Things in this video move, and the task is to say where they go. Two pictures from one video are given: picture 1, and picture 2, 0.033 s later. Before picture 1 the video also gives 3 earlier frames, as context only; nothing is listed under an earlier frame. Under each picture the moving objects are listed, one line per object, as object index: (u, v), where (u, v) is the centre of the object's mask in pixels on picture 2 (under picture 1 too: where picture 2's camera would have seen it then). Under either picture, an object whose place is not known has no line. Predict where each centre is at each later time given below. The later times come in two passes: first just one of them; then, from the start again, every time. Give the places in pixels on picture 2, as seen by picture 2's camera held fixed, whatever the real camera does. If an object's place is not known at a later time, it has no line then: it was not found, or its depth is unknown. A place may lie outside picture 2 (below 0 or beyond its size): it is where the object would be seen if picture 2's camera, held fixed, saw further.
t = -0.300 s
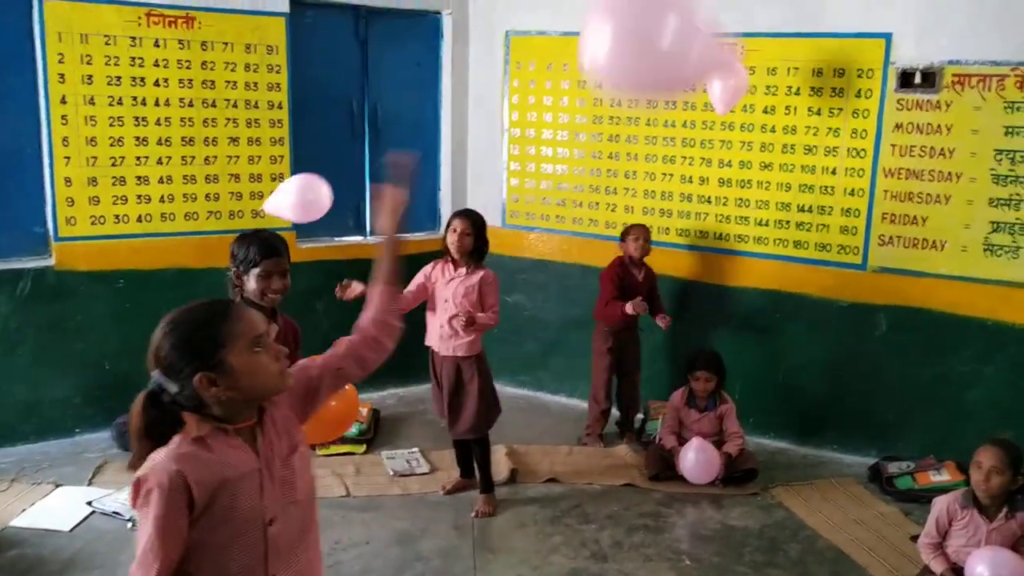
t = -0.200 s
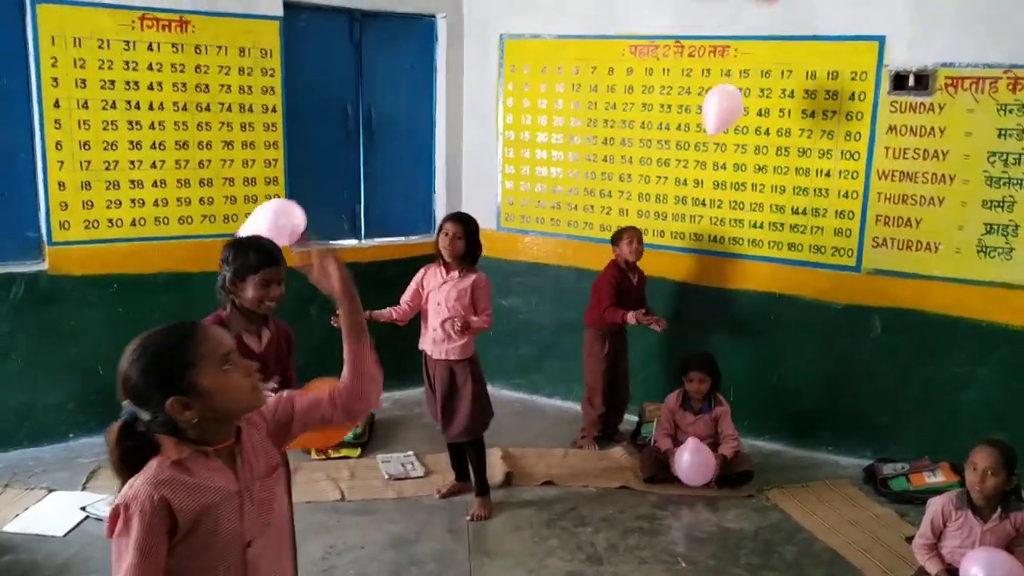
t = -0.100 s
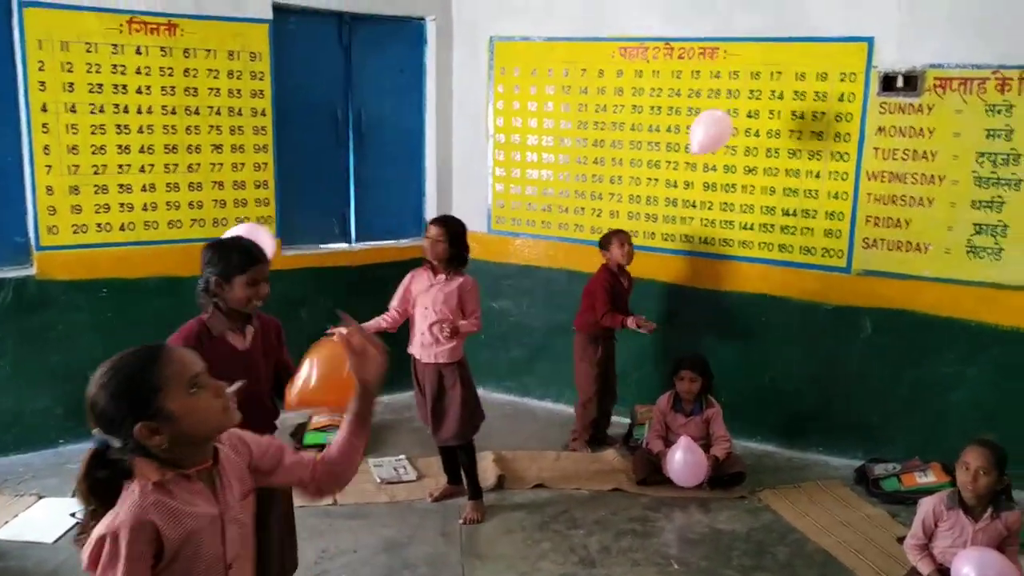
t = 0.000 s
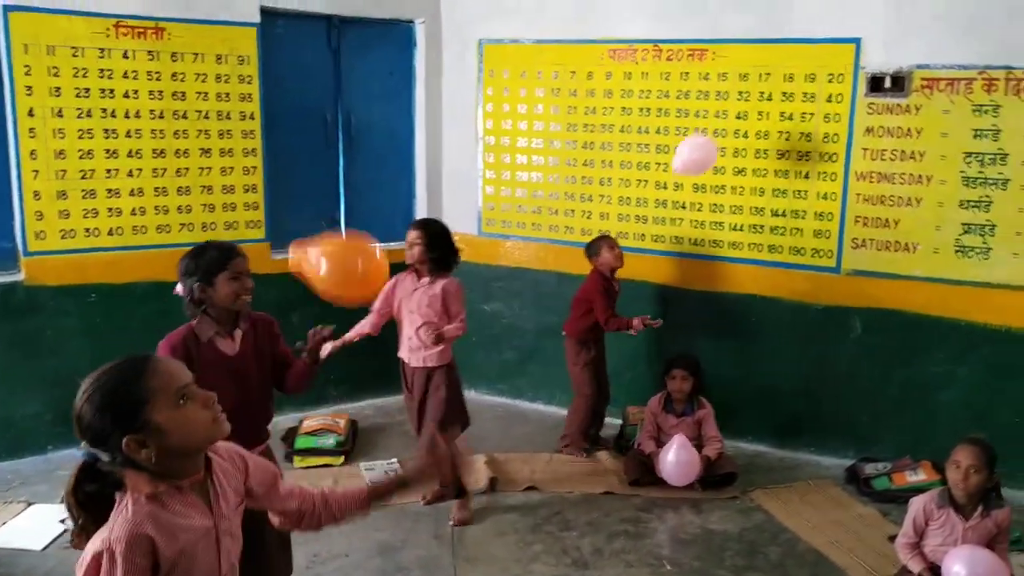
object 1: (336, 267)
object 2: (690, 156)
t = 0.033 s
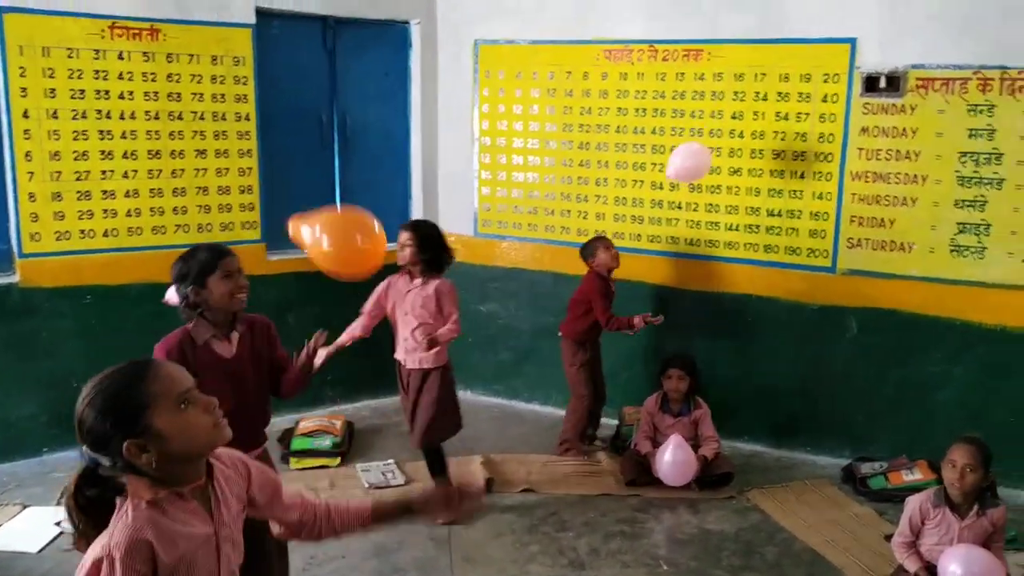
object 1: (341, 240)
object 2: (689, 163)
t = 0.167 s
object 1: (340, 189)
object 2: (678, 191)
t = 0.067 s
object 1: (342, 220)
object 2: (686, 170)
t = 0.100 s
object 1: (342, 207)
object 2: (684, 177)
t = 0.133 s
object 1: (341, 197)
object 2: (681, 184)
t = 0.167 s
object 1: (340, 189)
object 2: (678, 191)
